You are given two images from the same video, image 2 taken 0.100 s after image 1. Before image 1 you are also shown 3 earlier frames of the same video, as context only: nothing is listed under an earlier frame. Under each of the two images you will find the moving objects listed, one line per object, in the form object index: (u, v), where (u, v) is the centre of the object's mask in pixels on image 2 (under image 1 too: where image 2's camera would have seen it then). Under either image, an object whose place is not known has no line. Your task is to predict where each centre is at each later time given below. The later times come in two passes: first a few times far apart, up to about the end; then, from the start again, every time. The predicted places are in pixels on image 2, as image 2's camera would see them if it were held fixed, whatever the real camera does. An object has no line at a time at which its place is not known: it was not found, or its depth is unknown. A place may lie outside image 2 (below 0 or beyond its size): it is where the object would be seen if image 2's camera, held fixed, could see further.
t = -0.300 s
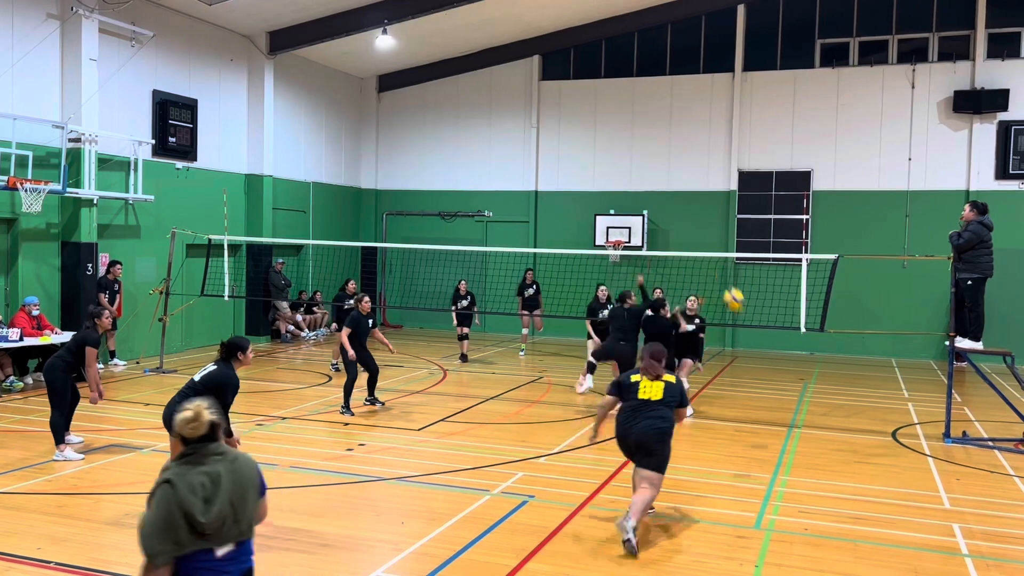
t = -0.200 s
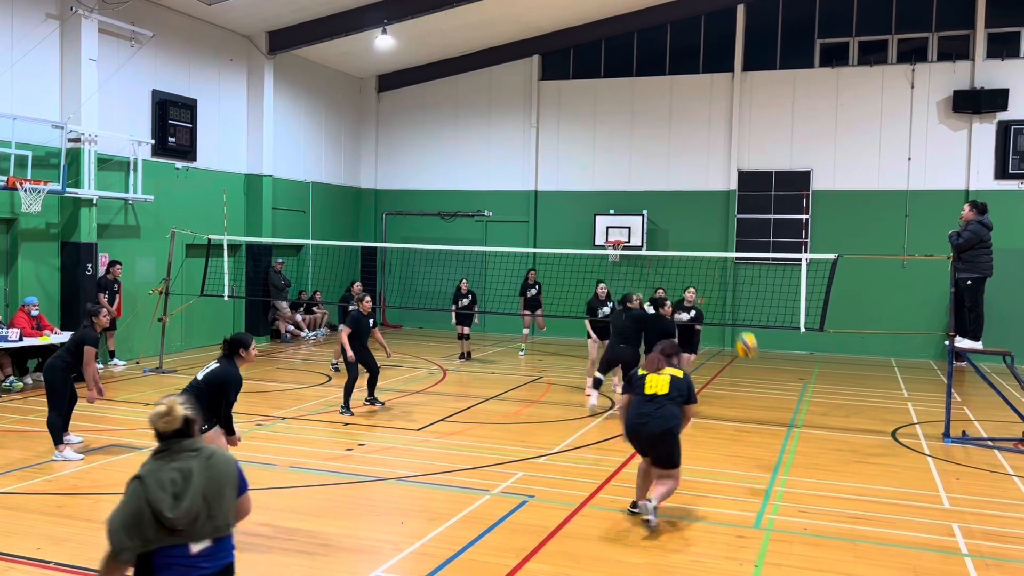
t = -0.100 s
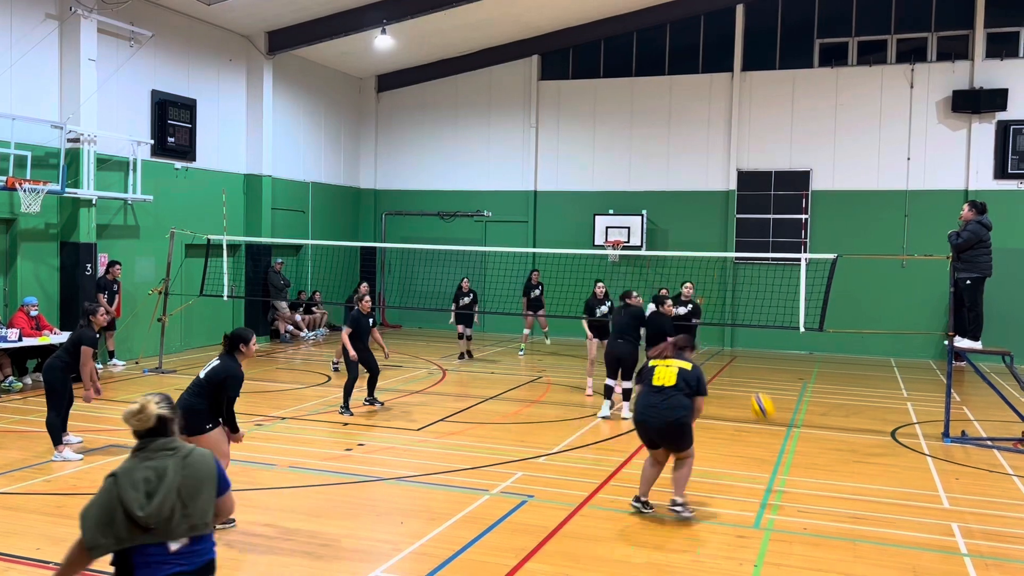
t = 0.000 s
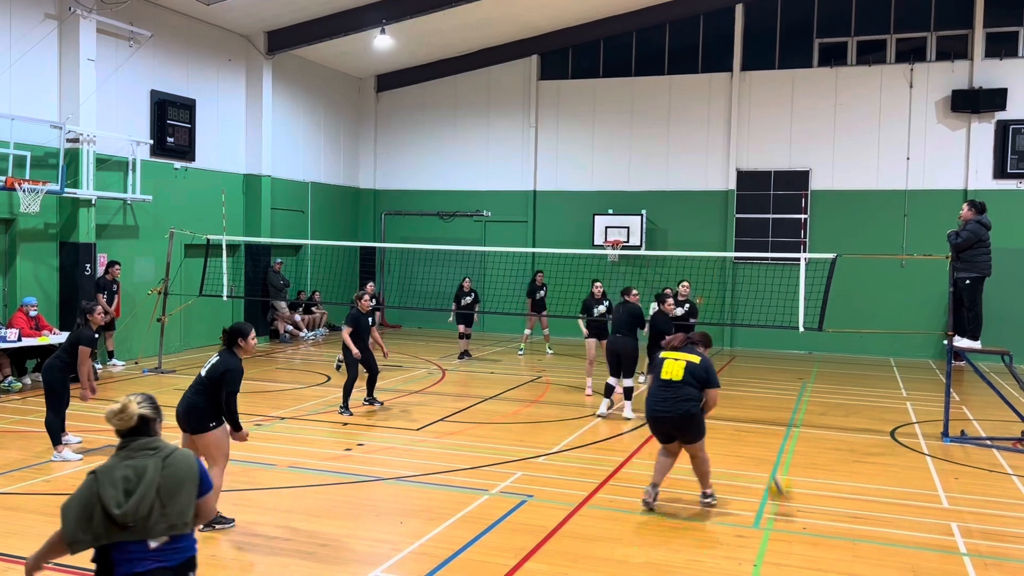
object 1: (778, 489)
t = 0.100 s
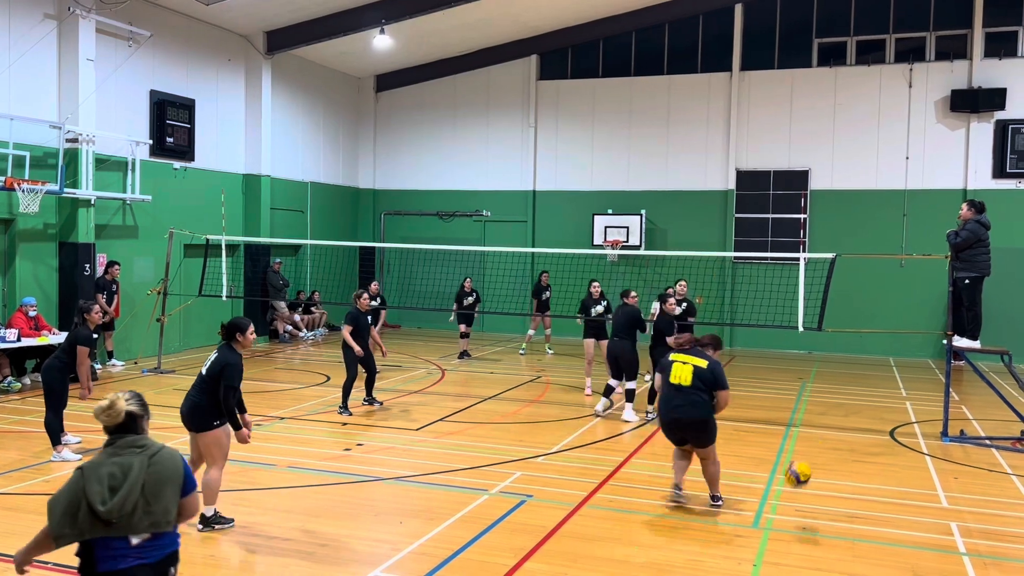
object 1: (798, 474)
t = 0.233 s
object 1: (822, 422)
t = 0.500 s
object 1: (879, 376)
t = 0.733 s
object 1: (937, 419)
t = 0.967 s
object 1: (1008, 569)
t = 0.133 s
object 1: (804, 460)
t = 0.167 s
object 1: (810, 446)
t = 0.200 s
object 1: (816, 433)
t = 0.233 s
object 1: (822, 422)
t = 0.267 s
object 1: (830, 412)
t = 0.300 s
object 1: (836, 403)
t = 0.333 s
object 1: (843, 395)
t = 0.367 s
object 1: (849, 389)
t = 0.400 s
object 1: (856, 382)
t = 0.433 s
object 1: (864, 379)
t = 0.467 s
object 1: (872, 377)
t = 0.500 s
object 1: (879, 376)
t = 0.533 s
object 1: (886, 376)
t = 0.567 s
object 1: (894, 379)
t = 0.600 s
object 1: (902, 382)
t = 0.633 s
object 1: (911, 388)
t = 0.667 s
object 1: (919, 396)
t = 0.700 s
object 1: (928, 405)
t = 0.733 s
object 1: (937, 419)
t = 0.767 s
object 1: (946, 433)
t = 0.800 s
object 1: (956, 450)
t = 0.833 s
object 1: (966, 469)
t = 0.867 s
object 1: (975, 490)
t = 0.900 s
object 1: (987, 518)
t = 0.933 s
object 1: (999, 549)
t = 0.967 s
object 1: (1008, 569)
